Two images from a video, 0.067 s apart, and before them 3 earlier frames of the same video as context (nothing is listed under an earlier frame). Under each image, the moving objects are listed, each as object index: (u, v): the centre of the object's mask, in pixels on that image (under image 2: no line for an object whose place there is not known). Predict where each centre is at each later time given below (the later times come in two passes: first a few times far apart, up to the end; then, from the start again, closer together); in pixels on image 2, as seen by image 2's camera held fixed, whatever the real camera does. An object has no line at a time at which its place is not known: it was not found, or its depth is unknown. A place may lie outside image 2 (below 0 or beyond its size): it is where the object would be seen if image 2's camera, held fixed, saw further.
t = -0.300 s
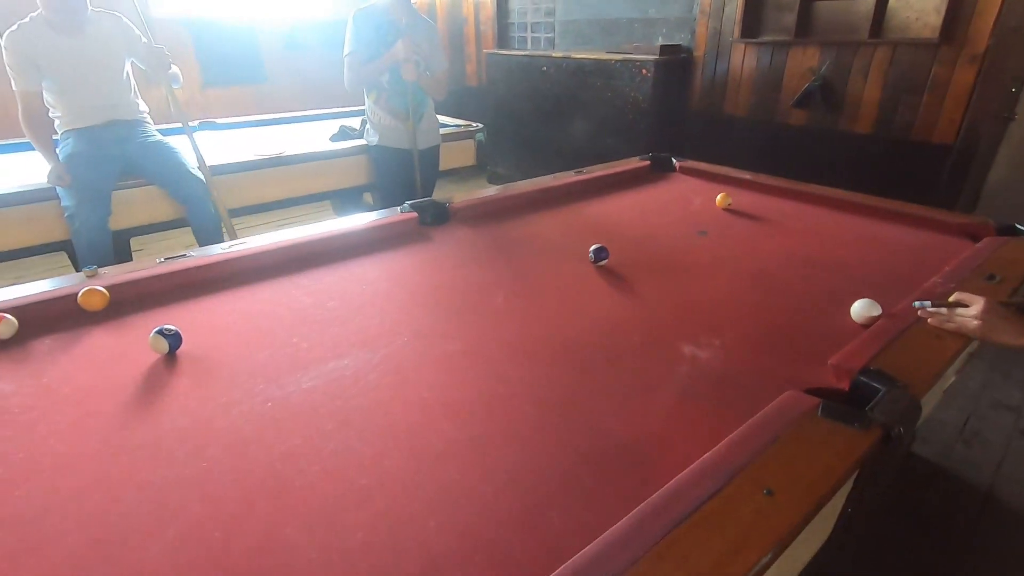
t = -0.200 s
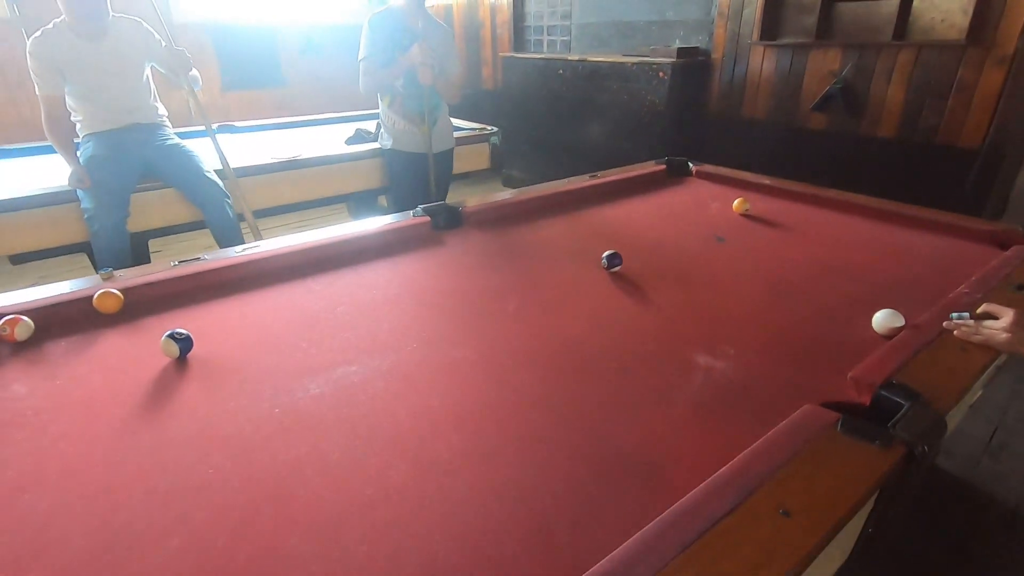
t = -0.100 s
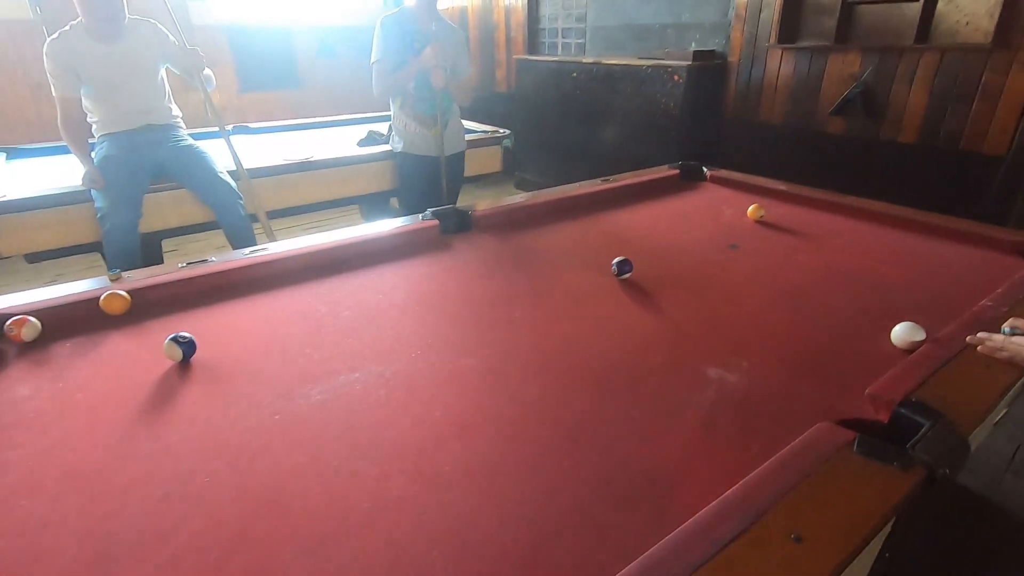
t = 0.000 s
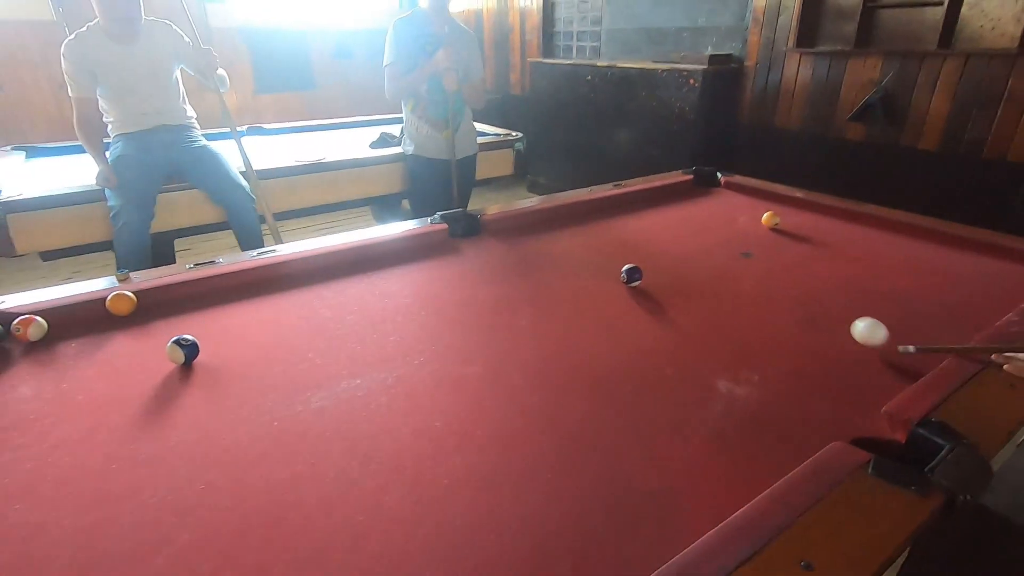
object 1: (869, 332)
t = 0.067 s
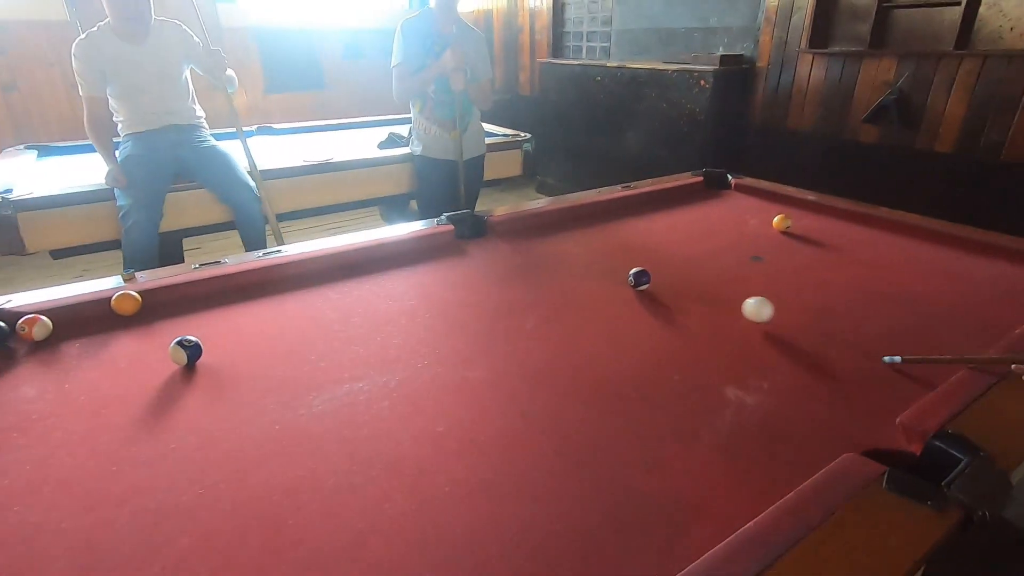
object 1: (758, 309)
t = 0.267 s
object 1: (577, 300)
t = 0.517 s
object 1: (391, 308)
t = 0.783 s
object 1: (186, 308)
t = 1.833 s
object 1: (178, 385)
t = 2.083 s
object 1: (251, 386)
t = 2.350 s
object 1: (328, 387)
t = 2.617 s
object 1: (402, 387)
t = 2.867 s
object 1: (469, 386)
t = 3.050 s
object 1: (515, 386)
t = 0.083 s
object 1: (730, 306)
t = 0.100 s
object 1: (705, 299)
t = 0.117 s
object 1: (682, 292)
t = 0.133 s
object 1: (659, 287)
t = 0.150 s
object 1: (647, 286)
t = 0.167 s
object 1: (638, 288)
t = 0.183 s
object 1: (628, 291)
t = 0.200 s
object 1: (619, 294)
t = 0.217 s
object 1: (609, 295)
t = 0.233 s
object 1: (598, 297)
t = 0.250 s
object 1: (588, 299)
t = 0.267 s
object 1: (577, 300)
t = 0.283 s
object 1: (566, 302)
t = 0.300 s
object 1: (555, 303)
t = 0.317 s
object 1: (543, 304)
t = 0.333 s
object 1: (531, 305)
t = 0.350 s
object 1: (519, 306)
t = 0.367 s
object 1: (507, 306)
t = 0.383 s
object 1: (494, 307)
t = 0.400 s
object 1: (482, 307)
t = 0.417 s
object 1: (469, 307)
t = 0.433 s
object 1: (456, 307)
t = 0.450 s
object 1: (443, 307)
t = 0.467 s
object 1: (430, 308)
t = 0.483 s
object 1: (417, 308)
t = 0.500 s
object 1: (404, 308)
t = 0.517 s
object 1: (391, 308)
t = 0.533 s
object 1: (378, 308)
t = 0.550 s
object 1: (366, 308)
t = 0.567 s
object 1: (353, 308)
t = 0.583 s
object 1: (339, 308)
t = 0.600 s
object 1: (327, 308)
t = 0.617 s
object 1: (314, 308)
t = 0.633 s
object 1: (301, 308)
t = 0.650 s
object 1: (288, 308)
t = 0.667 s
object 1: (276, 308)
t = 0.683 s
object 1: (262, 308)
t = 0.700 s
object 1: (250, 308)
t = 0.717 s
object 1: (236, 308)
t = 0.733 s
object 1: (224, 308)
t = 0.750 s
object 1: (211, 308)
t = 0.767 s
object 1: (198, 308)
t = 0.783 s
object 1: (186, 308)
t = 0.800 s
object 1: (173, 309)
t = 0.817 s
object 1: (160, 308)
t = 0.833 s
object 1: (148, 309)
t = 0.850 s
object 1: (137, 309)
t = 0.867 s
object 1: (131, 312)
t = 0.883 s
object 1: (125, 316)
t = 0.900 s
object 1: (119, 320)
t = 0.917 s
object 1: (113, 323)
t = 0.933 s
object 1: (106, 327)
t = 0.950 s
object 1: (98, 330)
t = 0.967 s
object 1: (91, 334)
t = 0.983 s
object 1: (83, 337)
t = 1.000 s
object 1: (75, 340)
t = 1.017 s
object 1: (66, 344)
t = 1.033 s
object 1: (57, 347)
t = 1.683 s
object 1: (133, 384)
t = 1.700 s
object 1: (138, 384)
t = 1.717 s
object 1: (143, 384)
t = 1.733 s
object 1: (148, 384)
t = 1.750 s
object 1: (153, 384)
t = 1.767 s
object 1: (158, 384)
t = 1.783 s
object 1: (163, 385)
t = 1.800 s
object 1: (168, 384)
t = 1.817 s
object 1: (173, 385)
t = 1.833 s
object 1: (178, 385)
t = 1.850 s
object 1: (182, 385)
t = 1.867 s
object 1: (187, 385)
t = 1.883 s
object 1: (192, 385)
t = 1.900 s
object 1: (197, 385)
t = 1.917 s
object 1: (202, 386)
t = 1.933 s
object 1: (207, 386)
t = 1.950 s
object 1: (212, 385)
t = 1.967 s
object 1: (217, 386)
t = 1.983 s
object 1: (222, 386)
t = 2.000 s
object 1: (227, 386)
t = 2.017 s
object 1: (232, 386)
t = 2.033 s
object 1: (237, 386)
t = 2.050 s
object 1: (241, 386)
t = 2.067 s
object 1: (247, 386)
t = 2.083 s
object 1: (251, 386)
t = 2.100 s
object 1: (256, 386)
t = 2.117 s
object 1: (261, 386)
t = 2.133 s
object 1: (266, 386)
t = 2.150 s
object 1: (270, 387)
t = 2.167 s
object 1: (275, 386)
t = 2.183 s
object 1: (280, 386)
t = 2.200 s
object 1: (285, 386)
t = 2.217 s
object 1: (290, 387)
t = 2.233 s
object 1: (295, 386)
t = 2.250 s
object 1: (299, 387)
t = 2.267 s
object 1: (304, 386)
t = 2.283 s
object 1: (309, 387)
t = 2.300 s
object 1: (313, 387)
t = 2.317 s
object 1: (319, 387)
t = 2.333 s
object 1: (323, 387)
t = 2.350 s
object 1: (328, 387)
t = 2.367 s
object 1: (333, 387)
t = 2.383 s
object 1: (337, 387)
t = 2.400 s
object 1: (342, 387)
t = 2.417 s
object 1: (347, 387)
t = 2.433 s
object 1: (351, 387)
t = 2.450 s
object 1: (356, 387)
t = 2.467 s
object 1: (361, 387)
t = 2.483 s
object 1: (366, 387)
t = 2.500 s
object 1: (370, 387)
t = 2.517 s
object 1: (375, 387)
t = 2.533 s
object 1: (380, 387)
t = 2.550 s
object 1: (384, 387)
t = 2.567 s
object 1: (389, 387)
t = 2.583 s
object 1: (393, 387)
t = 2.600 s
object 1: (398, 387)
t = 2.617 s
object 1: (402, 387)
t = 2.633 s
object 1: (407, 387)
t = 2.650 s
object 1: (412, 387)
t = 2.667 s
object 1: (416, 387)
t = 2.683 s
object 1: (420, 387)
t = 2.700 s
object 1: (425, 387)
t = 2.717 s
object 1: (429, 387)
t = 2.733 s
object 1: (434, 387)
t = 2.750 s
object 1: (438, 387)
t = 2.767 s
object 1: (443, 387)
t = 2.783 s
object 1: (447, 387)
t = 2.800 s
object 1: (452, 387)
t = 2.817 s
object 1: (456, 386)
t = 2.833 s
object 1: (461, 386)
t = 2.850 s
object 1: (465, 386)
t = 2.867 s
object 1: (469, 386)
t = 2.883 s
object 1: (473, 386)
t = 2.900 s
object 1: (478, 386)
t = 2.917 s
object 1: (482, 386)
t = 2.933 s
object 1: (486, 386)
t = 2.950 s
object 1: (491, 386)
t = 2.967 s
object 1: (495, 386)
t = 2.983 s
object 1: (499, 386)
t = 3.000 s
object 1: (503, 386)
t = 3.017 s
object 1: (507, 386)
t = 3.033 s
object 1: (511, 386)
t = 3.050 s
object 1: (515, 386)
